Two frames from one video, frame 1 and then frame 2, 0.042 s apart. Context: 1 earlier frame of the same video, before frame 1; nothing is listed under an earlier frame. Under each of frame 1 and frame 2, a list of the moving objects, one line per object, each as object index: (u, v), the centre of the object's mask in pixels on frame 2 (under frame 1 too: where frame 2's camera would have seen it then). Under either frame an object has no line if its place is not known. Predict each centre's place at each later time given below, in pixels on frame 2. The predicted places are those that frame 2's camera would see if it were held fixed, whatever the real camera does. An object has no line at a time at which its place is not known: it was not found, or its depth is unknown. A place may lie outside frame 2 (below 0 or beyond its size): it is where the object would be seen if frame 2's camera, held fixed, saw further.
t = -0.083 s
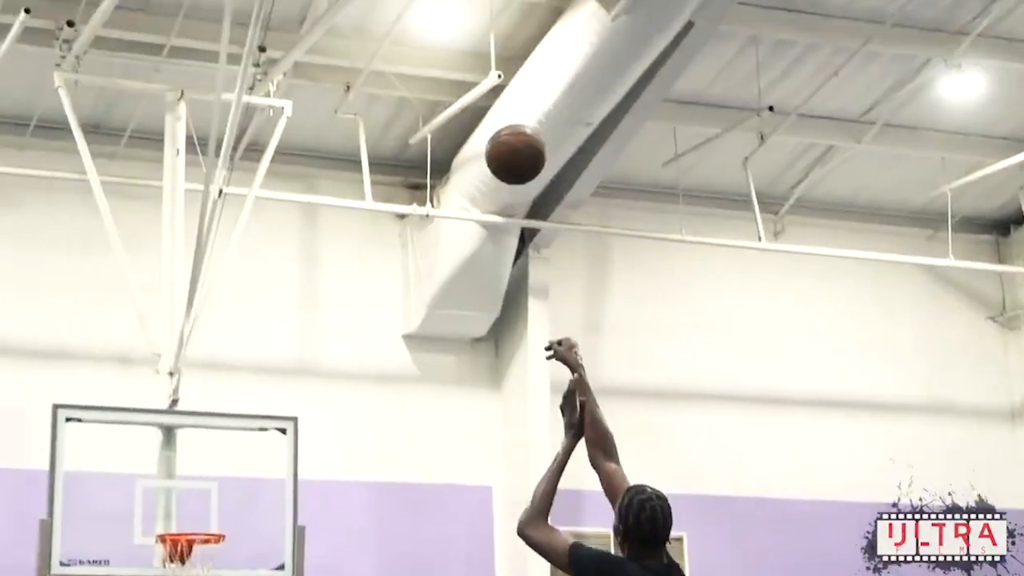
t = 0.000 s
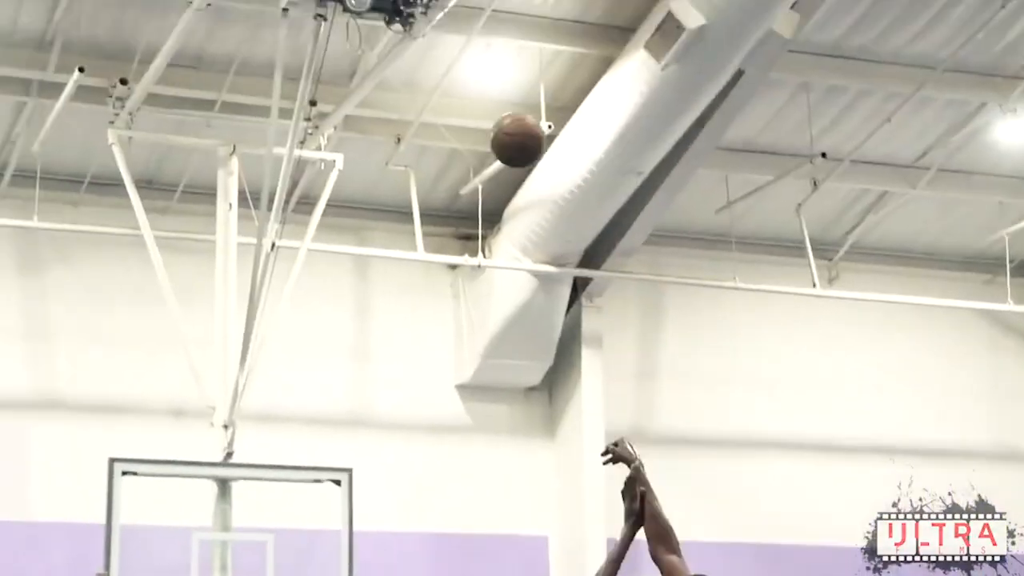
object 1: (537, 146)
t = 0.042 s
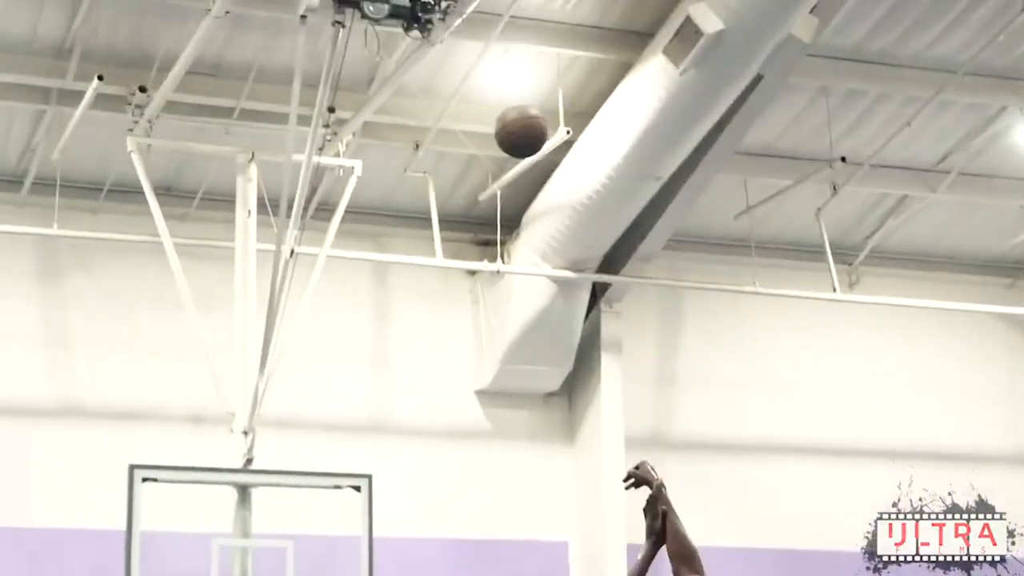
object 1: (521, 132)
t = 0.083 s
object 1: (507, 120)
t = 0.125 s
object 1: (493, 112)
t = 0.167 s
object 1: (479, 105)
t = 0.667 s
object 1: (352, 212)
